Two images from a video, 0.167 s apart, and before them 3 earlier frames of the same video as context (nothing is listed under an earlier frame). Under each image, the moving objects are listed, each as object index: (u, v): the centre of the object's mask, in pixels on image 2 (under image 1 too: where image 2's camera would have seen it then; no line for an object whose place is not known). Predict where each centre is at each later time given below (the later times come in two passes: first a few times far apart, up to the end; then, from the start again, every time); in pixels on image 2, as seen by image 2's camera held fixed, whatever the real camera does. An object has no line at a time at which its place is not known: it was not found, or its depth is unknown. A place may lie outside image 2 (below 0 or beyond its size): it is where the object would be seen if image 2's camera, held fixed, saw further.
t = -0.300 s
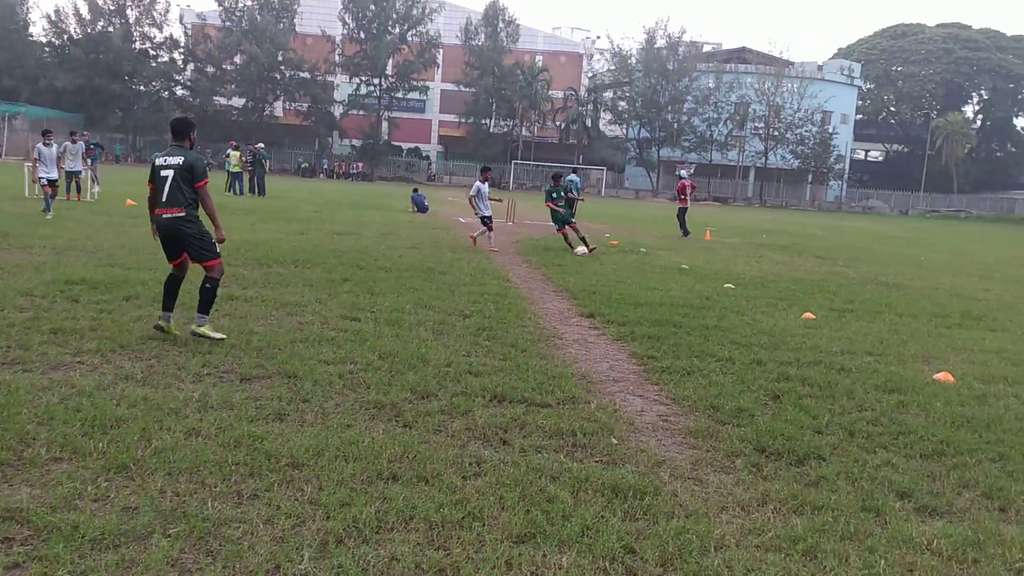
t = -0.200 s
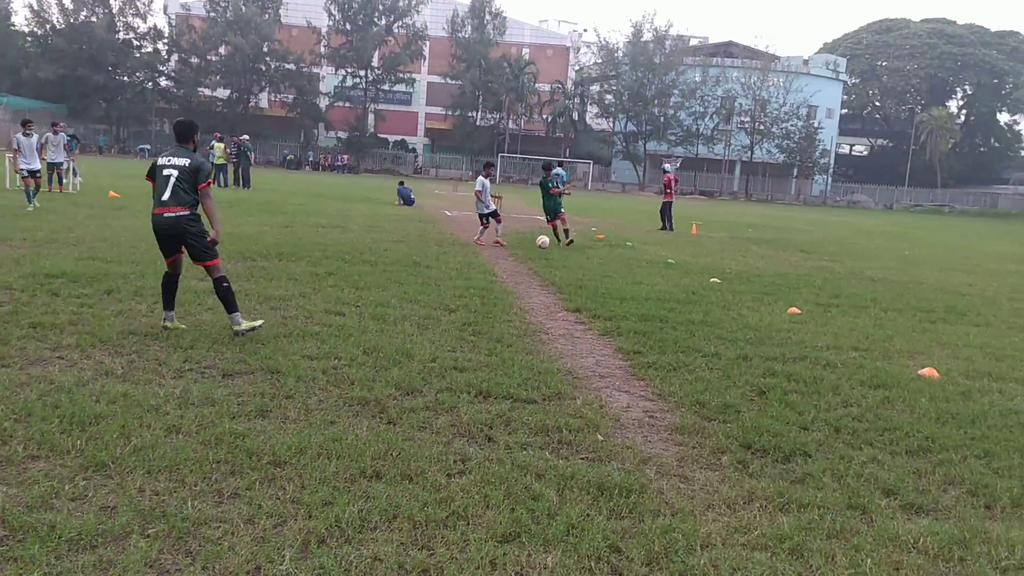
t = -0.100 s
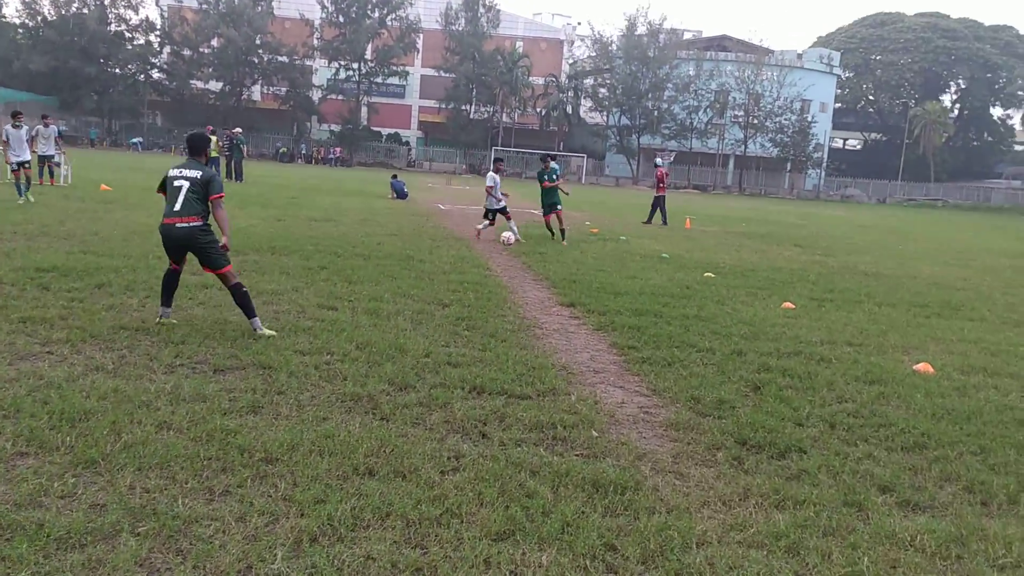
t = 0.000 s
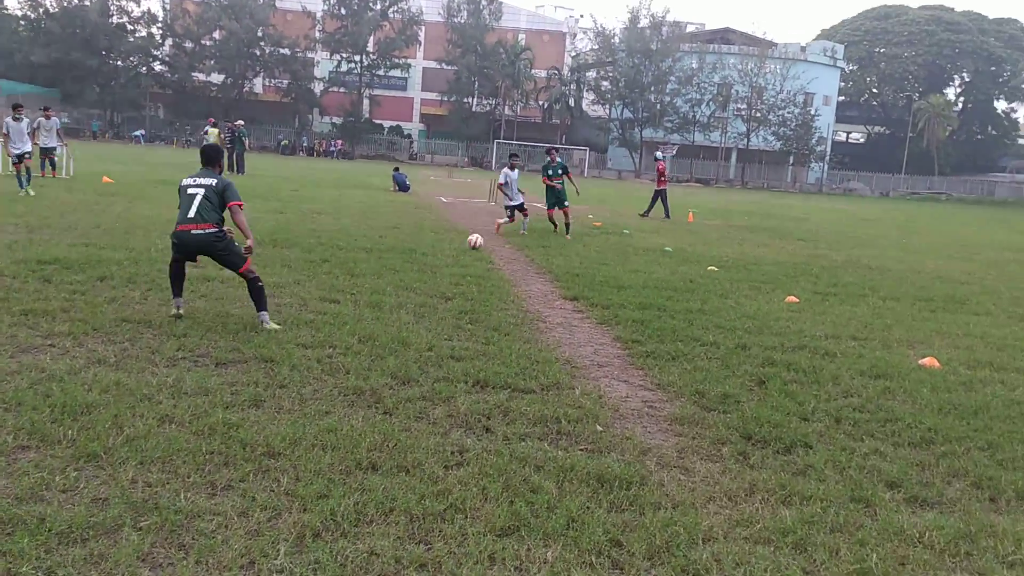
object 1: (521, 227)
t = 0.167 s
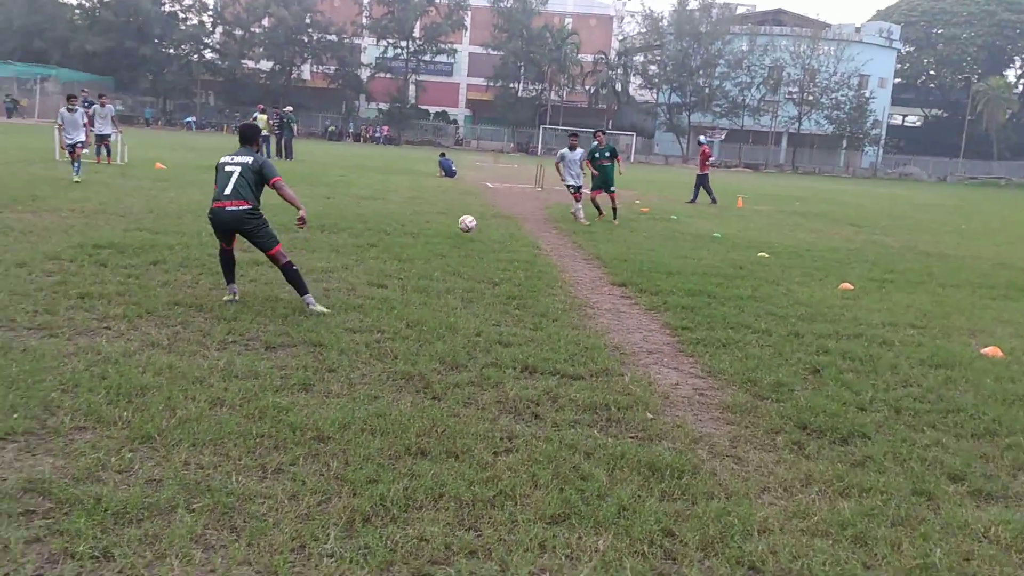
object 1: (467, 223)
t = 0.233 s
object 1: (443, 223)
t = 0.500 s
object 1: (323, 253)
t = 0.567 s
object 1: (289, 252)
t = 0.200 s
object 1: (456, 223)
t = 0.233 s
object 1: (443, 223)
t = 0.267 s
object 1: (431, 224)
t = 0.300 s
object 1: (417, 226)
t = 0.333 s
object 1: (403, 229)
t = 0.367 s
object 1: (388, 234)
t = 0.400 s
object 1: (373, 239)
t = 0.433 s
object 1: (355, 247)
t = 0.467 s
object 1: (339, 254)
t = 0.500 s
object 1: (323, 253)
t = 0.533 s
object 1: (307, 252)
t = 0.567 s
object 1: (289, 252)
